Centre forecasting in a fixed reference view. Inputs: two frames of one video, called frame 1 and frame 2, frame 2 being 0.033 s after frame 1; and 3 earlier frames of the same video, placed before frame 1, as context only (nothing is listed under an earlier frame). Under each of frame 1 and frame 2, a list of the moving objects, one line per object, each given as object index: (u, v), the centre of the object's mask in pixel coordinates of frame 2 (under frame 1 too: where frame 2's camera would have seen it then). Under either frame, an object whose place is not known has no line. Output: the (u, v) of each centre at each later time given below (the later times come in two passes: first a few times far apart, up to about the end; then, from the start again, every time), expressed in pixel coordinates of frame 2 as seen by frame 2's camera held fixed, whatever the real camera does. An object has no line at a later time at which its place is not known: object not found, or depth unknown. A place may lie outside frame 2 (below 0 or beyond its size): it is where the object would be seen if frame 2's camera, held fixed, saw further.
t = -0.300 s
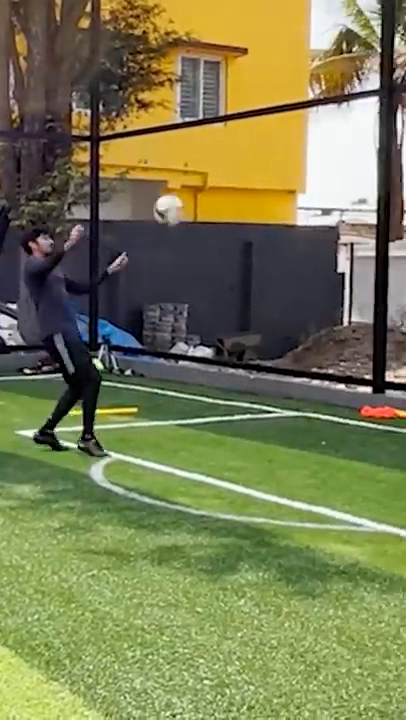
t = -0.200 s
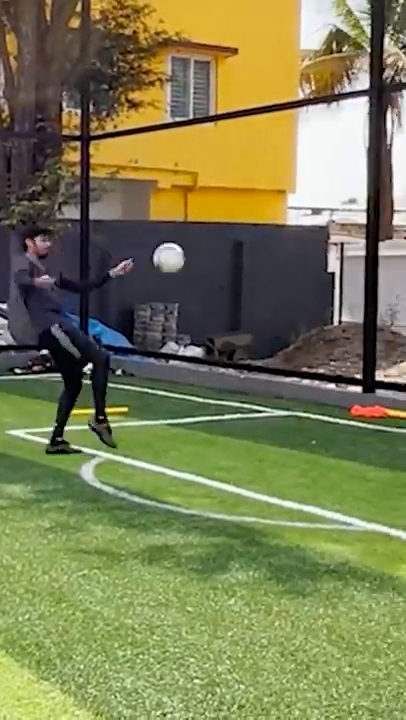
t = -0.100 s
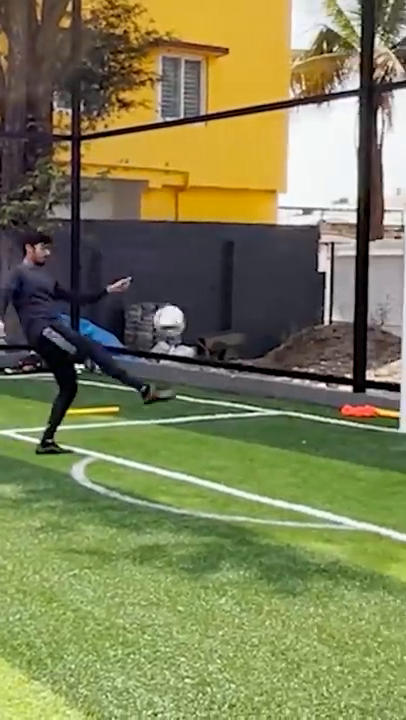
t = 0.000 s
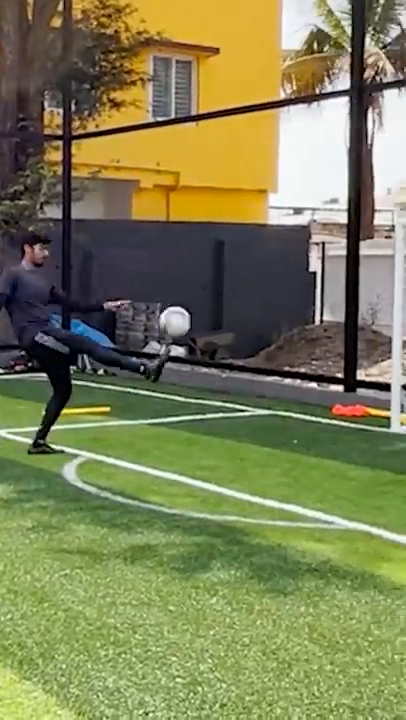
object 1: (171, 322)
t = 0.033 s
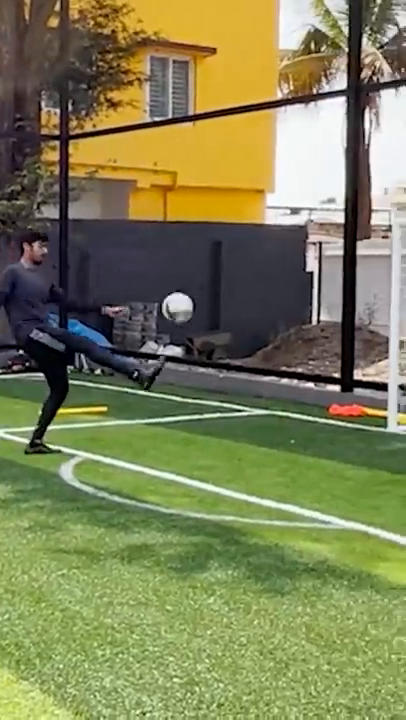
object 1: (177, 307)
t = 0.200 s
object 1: (203, 263)
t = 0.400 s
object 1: (230, 261)
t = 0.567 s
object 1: (249, 295)
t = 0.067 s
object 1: (183, 295)
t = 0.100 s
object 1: (188, 284)
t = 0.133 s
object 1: (193, 276)
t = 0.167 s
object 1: (198, 268)
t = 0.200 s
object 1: (203, 263)
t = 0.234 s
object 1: (208, 259)
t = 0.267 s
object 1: (213, 257)
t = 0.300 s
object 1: (218, 256)
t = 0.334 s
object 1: (222, 256)
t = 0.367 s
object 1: (226, 258)
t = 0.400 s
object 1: (230, 261)
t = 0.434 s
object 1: (234, 266)
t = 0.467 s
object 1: (238, 271)
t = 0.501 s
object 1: (242, 278)
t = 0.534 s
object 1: (246, 285)
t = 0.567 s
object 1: (249, 295)
